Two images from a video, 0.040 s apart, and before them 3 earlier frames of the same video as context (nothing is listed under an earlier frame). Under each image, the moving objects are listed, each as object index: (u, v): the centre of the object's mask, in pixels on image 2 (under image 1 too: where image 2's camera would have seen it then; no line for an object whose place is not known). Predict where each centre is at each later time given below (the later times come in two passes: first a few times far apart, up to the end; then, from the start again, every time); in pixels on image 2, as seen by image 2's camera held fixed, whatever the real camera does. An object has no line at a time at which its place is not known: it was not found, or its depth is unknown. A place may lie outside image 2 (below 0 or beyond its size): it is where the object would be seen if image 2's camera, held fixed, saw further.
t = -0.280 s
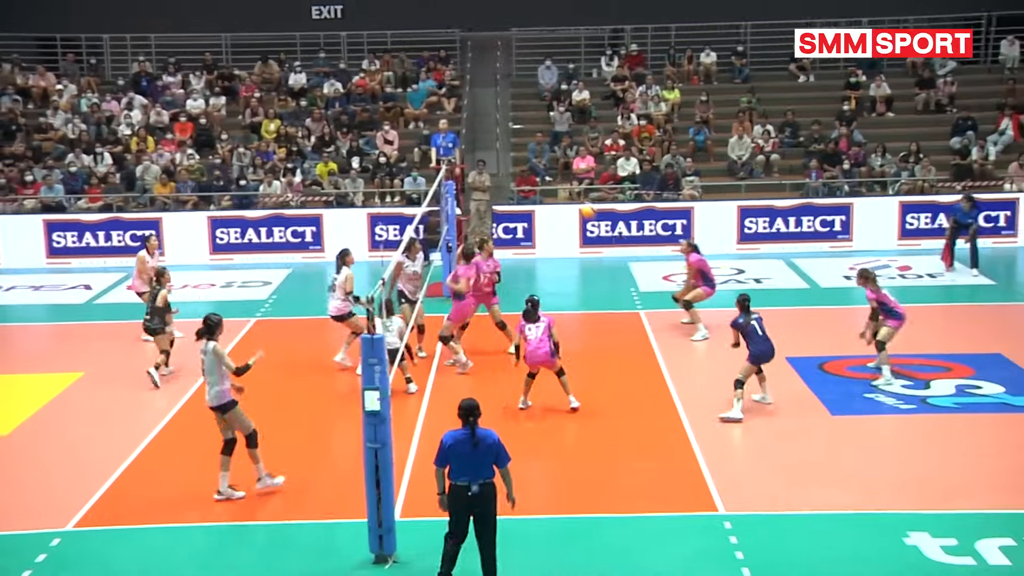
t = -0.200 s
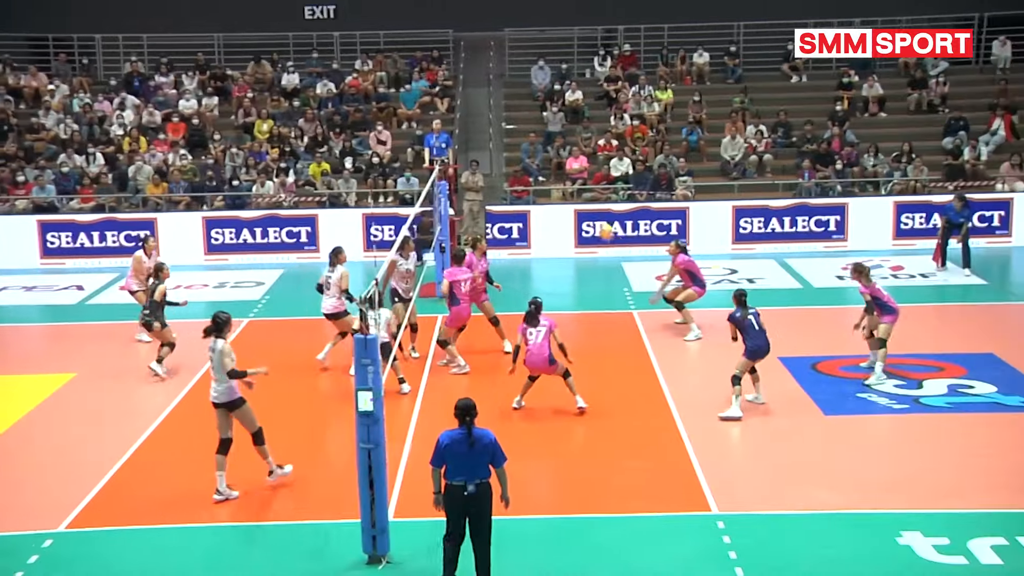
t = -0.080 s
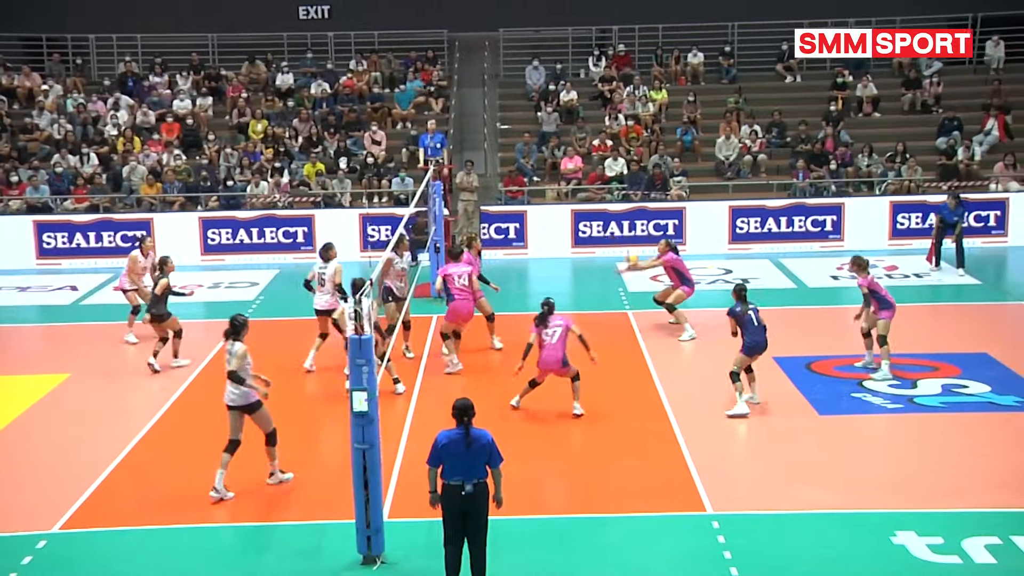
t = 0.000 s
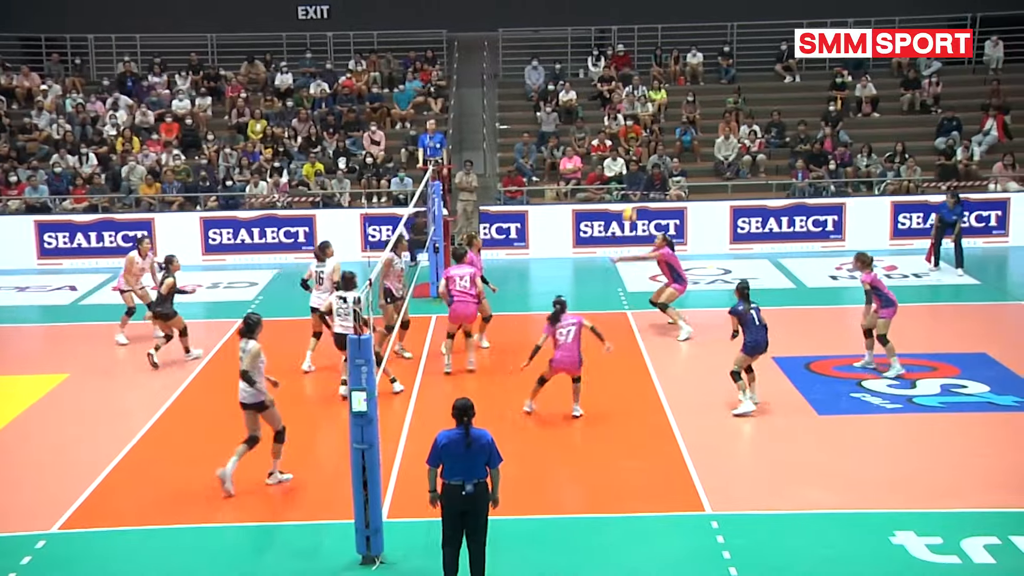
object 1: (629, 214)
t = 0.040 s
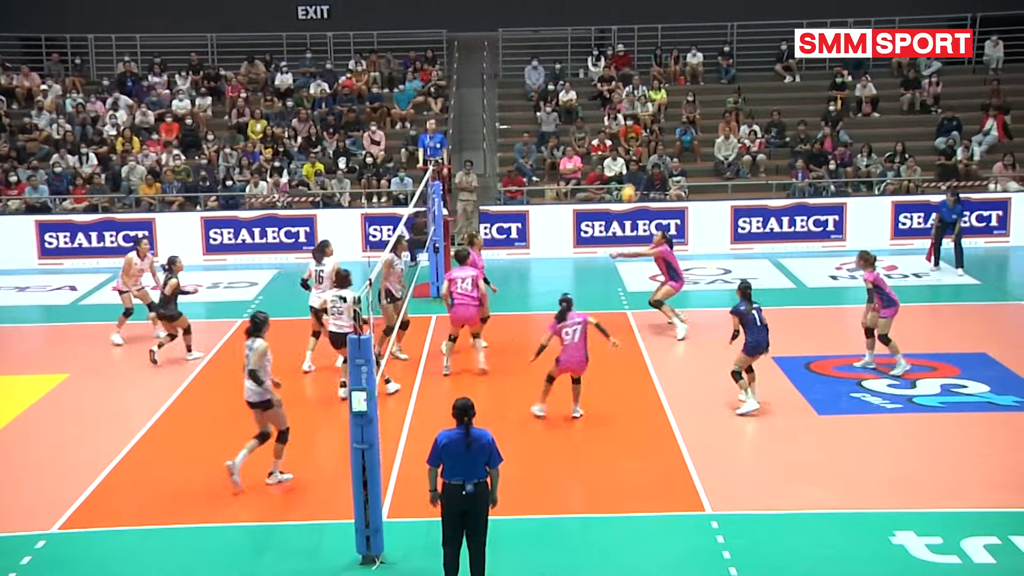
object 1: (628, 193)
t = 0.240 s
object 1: (626, 107)
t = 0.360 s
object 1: (626, 66)
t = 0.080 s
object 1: (628, 175)
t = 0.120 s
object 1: (627, 153)
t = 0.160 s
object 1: (628, 137)
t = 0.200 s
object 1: (627, 121)
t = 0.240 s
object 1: (626, 107)
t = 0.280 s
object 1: (626, 90)
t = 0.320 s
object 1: (628, 77)
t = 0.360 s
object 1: (626, 66)
